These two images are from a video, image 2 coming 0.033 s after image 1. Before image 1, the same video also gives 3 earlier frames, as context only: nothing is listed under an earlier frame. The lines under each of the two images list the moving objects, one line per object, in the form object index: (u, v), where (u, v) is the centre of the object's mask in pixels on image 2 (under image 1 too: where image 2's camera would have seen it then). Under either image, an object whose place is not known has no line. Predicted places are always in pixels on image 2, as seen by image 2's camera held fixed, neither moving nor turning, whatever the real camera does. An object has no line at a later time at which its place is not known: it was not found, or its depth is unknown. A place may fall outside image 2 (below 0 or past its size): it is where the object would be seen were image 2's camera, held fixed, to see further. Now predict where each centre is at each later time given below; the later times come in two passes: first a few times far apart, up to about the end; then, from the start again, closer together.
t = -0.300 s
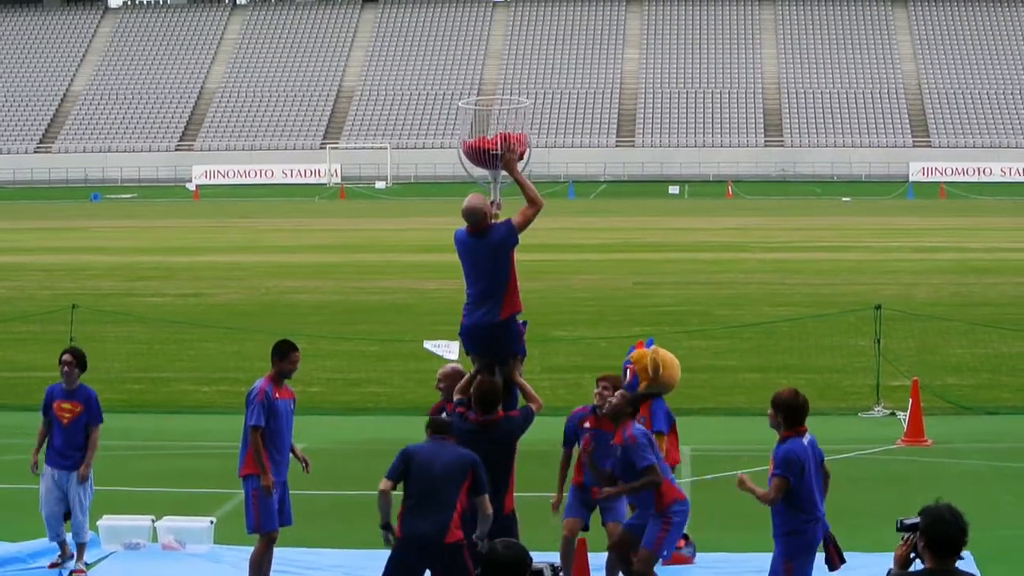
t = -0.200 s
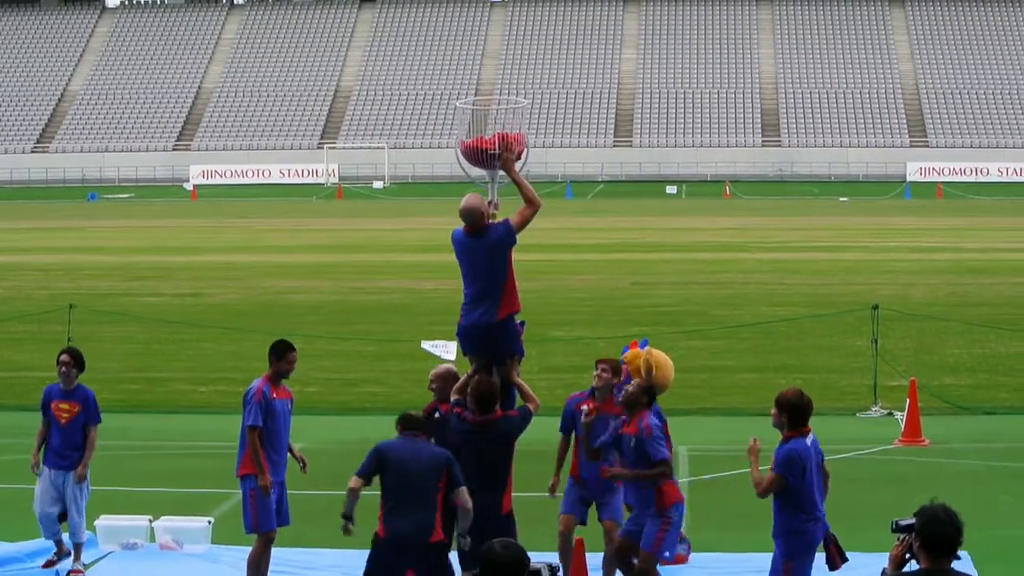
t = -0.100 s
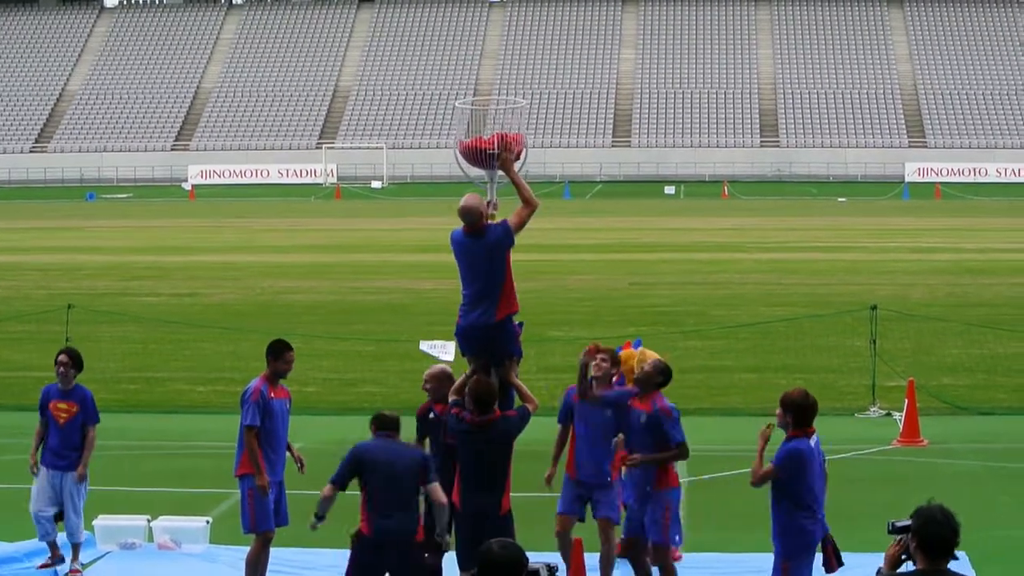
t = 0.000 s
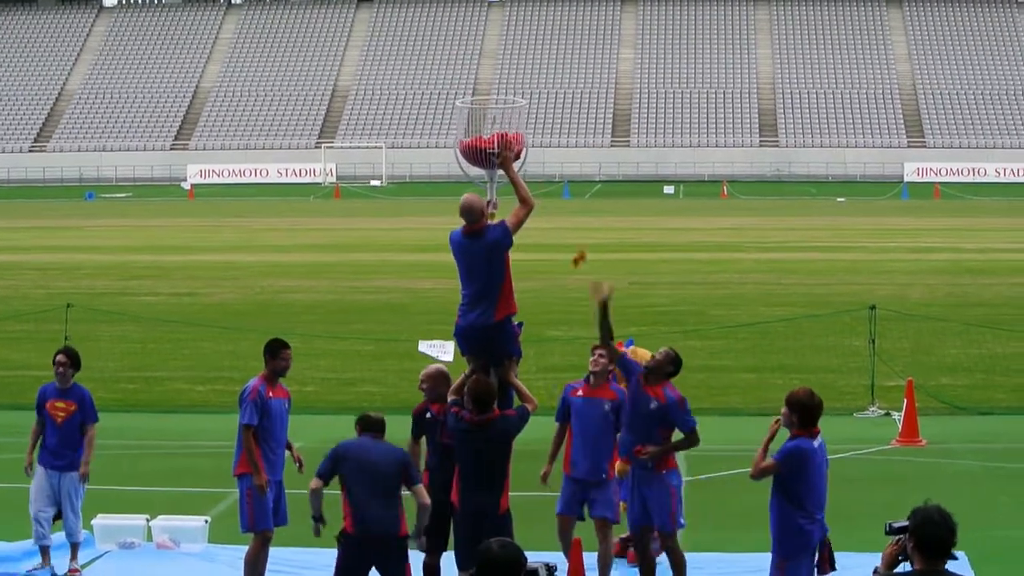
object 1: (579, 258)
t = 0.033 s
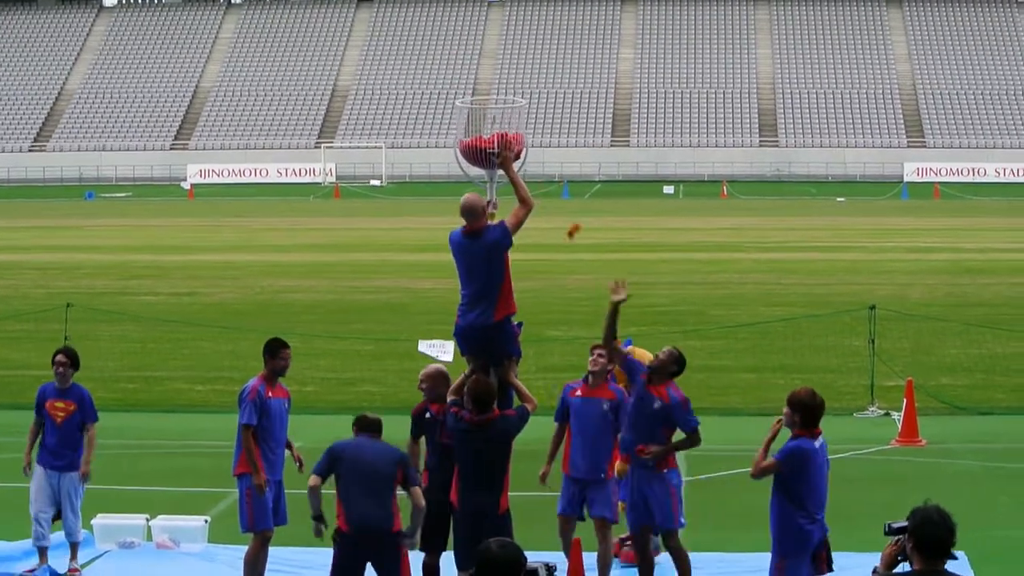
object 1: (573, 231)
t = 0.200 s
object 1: (549, 117)
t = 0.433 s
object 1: (516, 28)
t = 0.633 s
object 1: (490, 17)
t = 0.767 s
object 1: (472, 44)
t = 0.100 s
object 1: (563, 181)
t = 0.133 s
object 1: (558, 158)
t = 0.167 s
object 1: (554, 137)
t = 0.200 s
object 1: (549, 117)
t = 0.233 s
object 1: (544, 99)
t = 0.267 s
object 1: (540, 83)
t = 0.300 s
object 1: (535, 69)
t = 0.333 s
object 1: (530, 56)
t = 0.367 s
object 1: (525, 45)
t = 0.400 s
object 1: (521, 36)
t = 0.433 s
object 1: (516, 28)
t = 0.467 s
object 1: (512, 21)
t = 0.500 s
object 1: (507, 17)
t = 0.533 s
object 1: (503, 15)
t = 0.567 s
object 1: (498, 14)
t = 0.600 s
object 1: (494, 15)
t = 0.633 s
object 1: (490, 17)
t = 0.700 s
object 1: (480, 27)
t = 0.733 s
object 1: (477, 35)
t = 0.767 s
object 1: (472, 44)
